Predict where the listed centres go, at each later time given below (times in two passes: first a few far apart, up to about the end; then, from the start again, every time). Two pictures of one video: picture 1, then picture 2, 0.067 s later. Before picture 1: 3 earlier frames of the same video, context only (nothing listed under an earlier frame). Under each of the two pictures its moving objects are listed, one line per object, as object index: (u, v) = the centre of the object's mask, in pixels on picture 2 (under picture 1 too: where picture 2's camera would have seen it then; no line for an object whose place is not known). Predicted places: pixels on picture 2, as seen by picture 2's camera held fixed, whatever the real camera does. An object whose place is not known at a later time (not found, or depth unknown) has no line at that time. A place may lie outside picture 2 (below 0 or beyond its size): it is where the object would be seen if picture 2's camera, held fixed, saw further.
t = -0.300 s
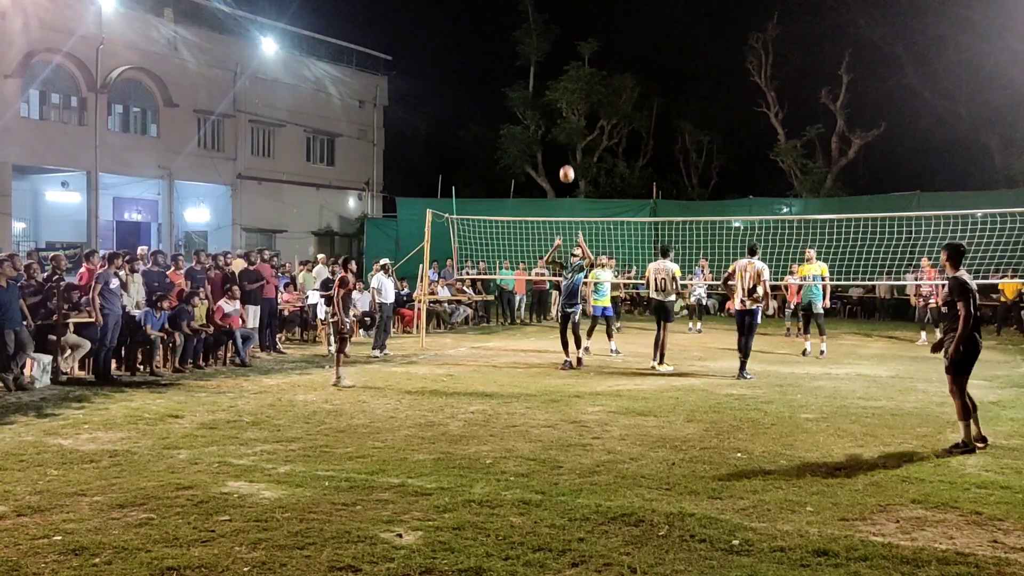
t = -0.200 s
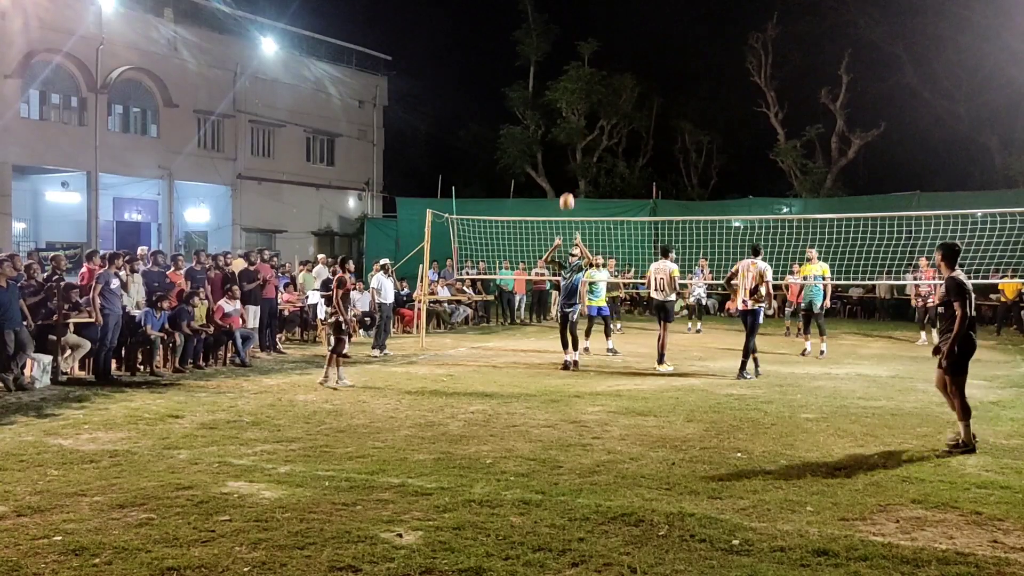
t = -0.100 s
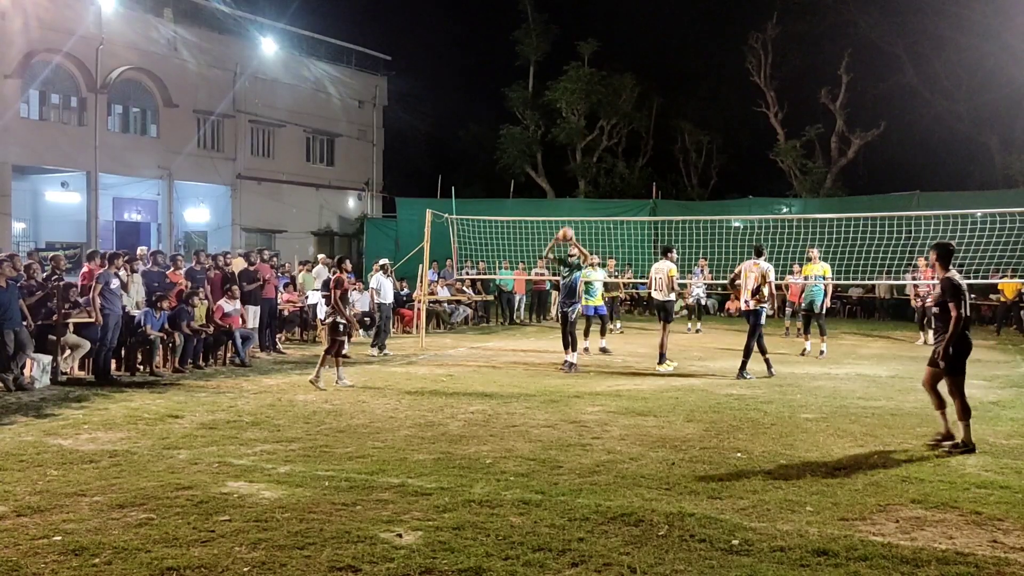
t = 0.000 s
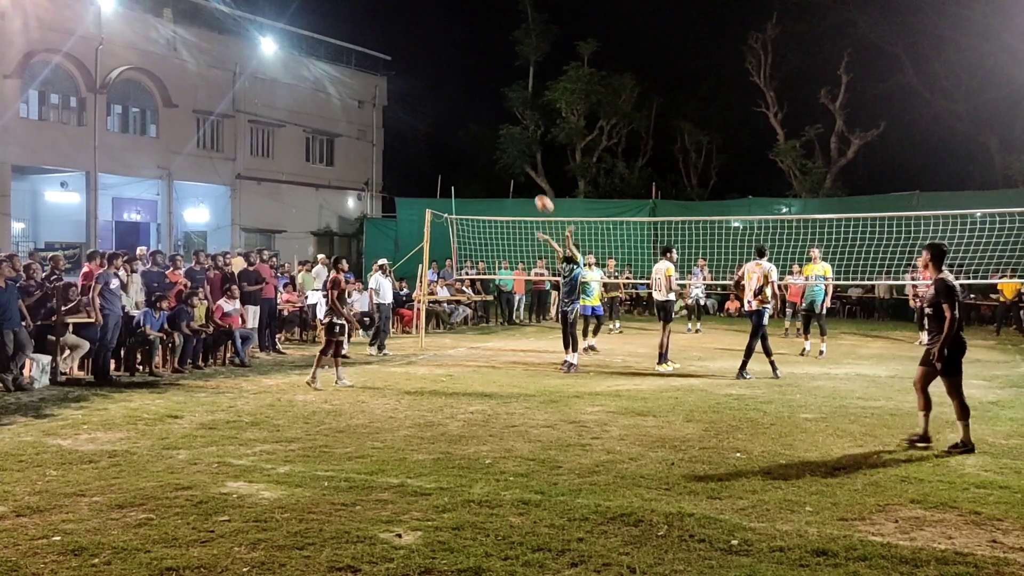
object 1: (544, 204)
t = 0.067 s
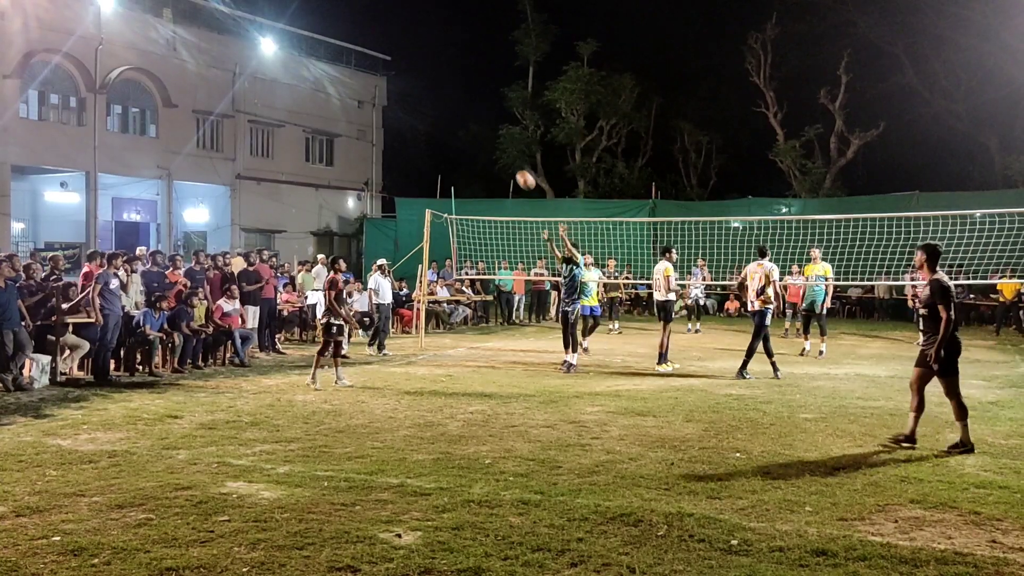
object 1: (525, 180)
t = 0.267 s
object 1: (464, 118)
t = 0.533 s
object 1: (360, 66)
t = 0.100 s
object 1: (516, 168)
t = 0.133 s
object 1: (507, 158)
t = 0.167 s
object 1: (497, 147)
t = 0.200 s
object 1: (486, 137)
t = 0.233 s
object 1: (475, 127)
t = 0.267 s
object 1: (464, 118)
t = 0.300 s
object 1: (452, 109)
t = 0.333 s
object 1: (440, 101)
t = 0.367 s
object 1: (428, 93)
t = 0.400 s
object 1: (415, 86)
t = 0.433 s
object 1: (402, 80)
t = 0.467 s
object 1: (388, 74)
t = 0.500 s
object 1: (374, 69)
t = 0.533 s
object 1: (360, 66)
